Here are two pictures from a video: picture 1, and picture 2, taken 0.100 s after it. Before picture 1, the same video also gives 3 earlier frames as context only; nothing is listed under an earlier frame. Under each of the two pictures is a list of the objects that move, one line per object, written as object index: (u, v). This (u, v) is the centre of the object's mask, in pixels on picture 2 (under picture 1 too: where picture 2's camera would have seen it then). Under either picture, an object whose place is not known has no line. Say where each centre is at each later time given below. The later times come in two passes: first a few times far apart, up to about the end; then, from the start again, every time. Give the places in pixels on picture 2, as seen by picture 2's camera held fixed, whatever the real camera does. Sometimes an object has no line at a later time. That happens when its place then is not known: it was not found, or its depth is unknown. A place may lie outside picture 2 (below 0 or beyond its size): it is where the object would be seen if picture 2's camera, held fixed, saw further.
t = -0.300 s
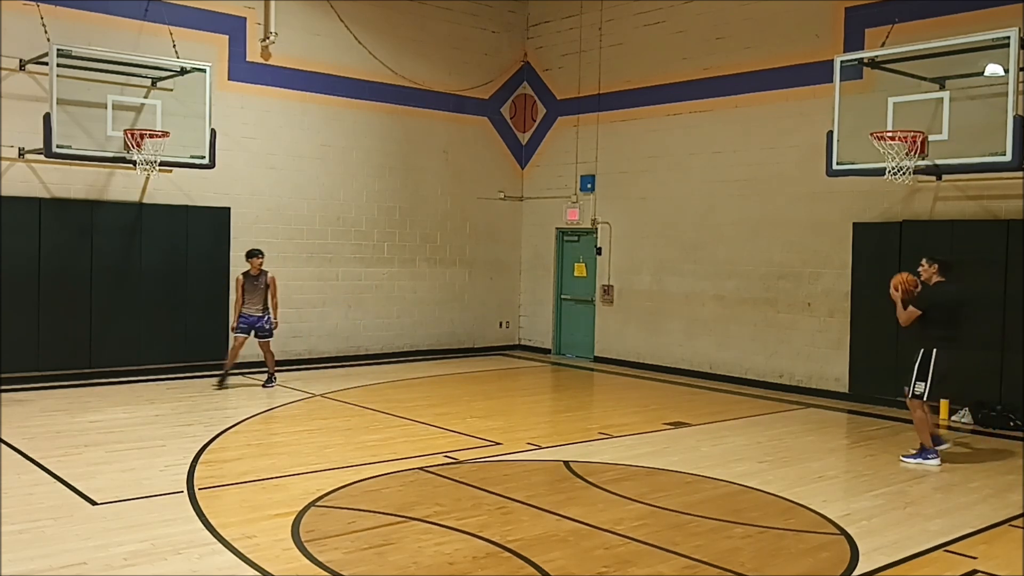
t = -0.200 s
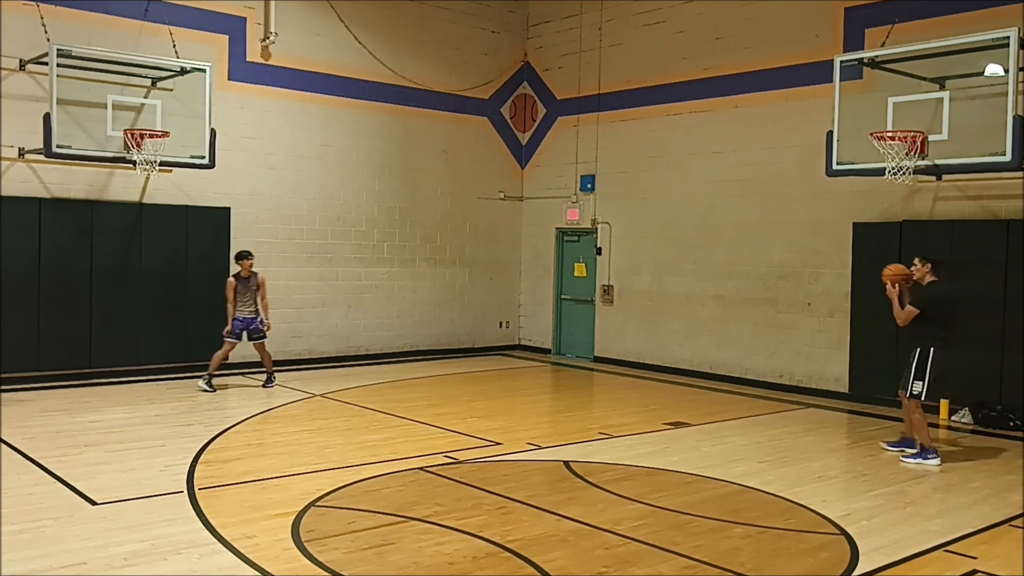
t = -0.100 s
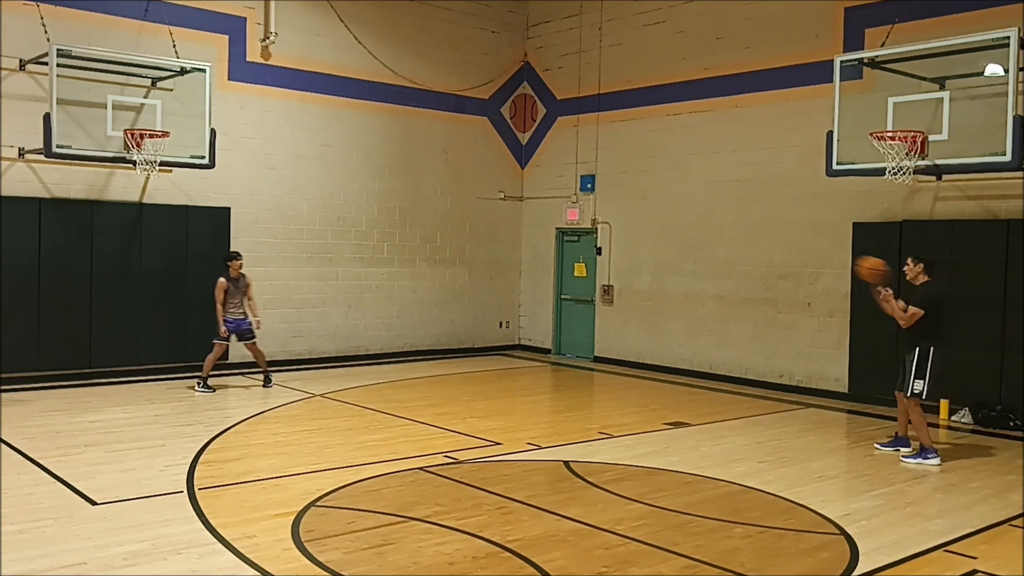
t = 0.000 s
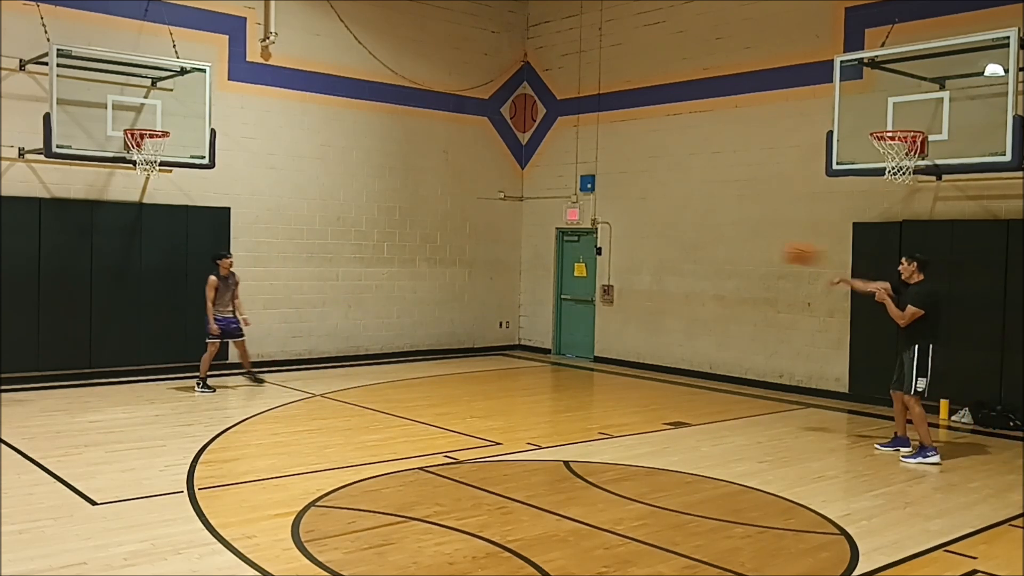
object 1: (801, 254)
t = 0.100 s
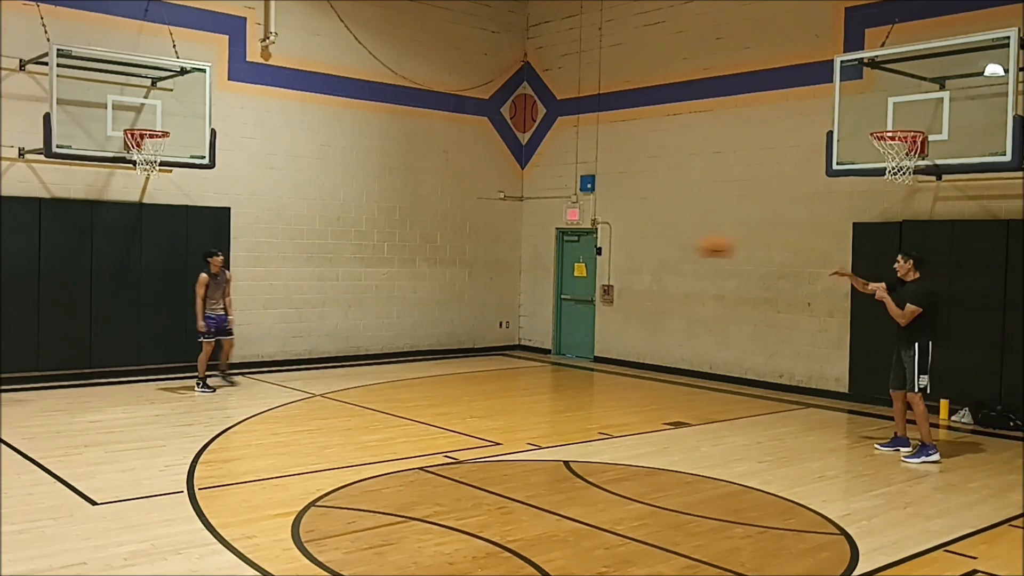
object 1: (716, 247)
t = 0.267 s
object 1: (582, 254)
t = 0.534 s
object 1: (395, 318)
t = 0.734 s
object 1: (270, 389)
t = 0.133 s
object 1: (688, 247)
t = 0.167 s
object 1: (660, 248)
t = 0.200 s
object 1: (636, 250)
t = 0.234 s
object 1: (611, 252)
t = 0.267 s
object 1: (582, 254)
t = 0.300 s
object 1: (559, 260)
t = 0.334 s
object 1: (535, 267)
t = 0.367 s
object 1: (509, 272)
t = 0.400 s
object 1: (487, 279)
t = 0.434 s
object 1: (462, 288)
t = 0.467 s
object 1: (441, 297)
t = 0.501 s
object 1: (418, 307)
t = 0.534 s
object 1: (395, 318)
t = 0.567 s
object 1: (372, 331)
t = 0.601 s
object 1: (351, 342)
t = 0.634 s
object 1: (329, 355)
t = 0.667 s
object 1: (308, 368)
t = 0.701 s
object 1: (286, 383)
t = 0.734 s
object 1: (270, 389)
